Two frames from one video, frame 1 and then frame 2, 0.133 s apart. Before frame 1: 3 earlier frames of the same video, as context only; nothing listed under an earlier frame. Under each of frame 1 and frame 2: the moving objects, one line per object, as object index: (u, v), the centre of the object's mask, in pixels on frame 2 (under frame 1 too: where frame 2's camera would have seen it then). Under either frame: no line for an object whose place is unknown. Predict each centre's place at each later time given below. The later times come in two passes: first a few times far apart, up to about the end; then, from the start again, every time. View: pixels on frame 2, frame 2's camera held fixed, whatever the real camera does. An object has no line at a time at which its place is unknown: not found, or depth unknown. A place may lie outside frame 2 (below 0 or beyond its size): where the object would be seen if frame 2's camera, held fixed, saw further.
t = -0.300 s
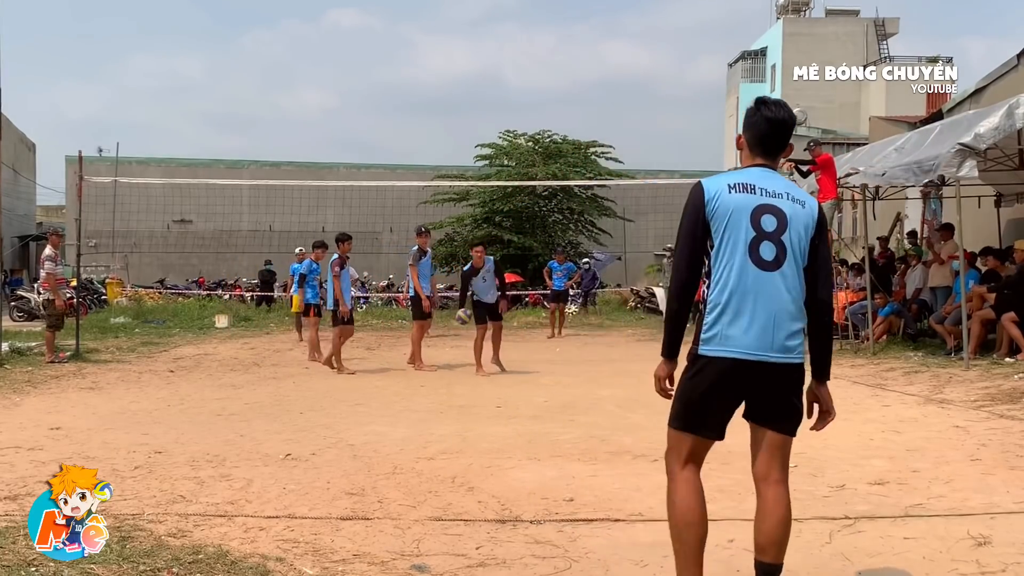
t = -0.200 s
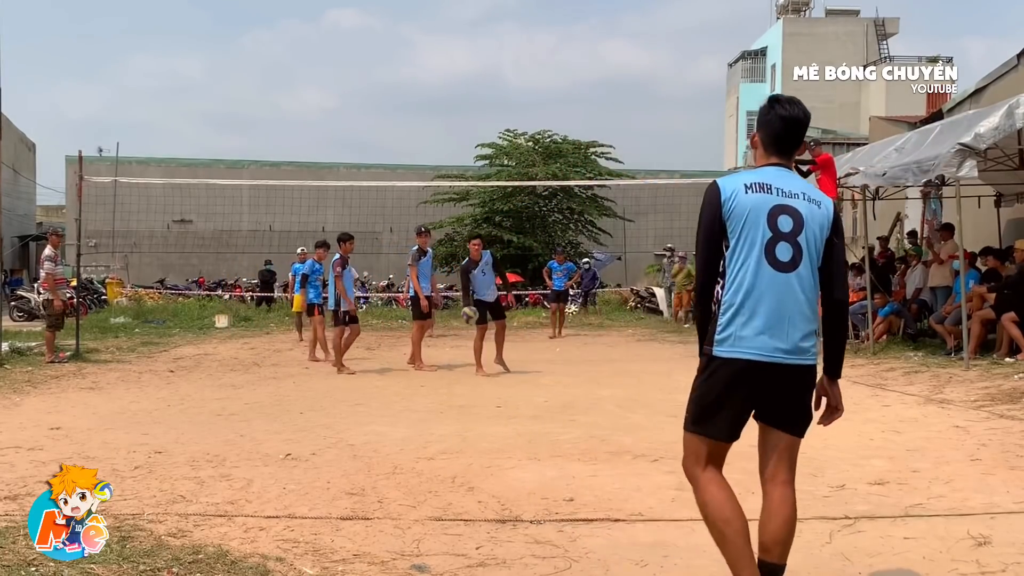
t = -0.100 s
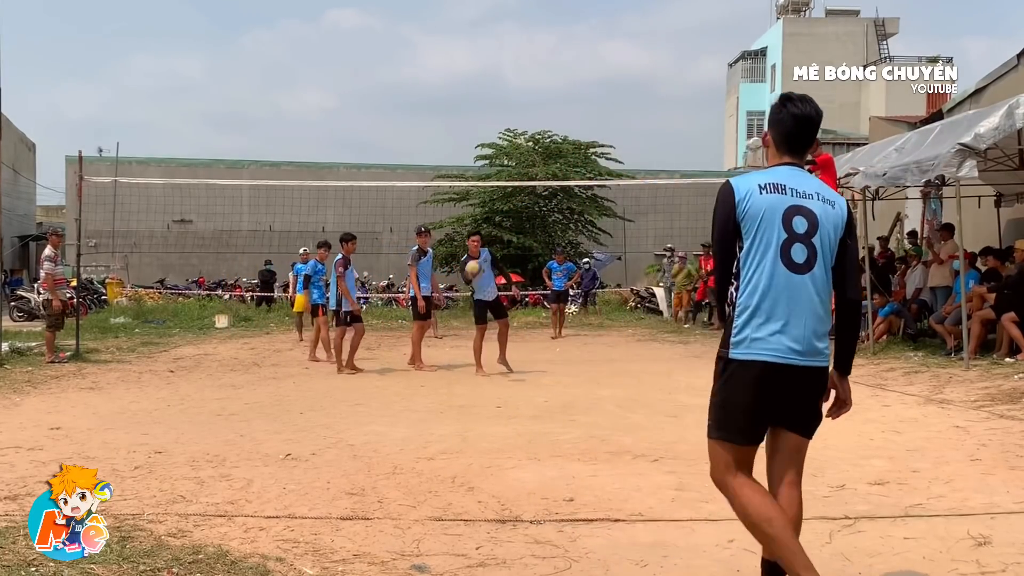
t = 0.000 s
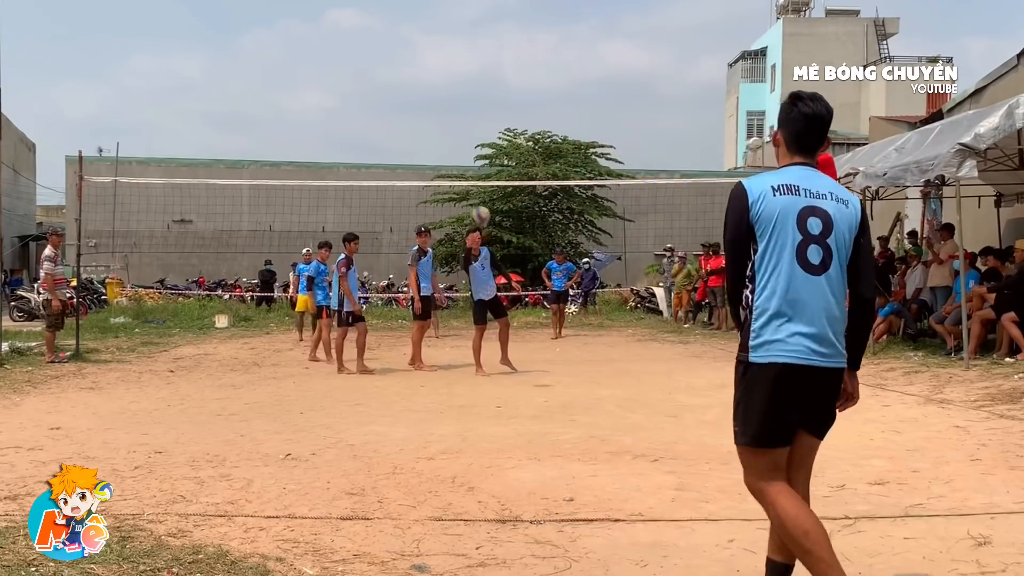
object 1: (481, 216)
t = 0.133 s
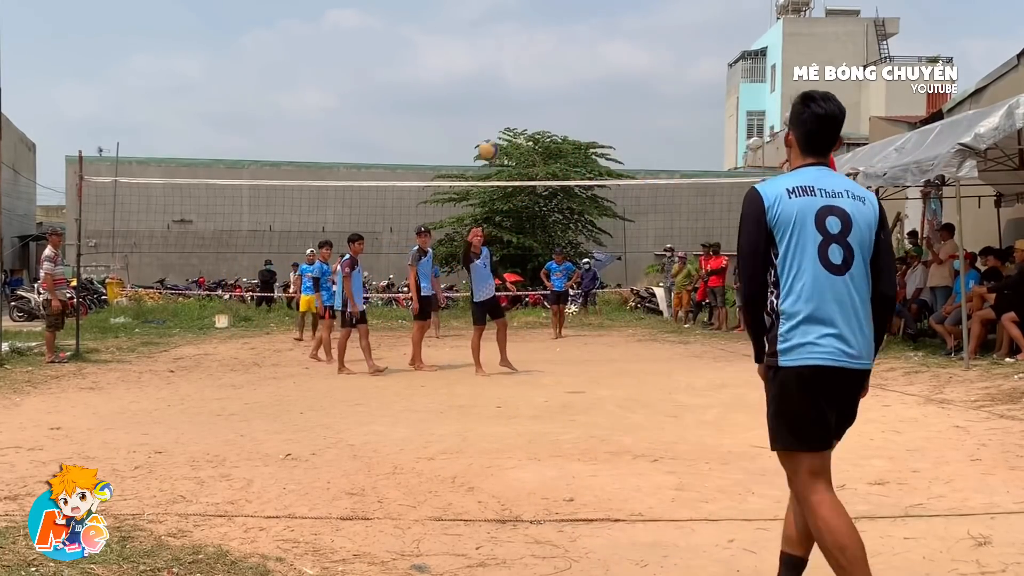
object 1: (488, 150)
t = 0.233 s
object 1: (496, 107)
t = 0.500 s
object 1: (523, 22)
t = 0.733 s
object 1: (559, 13)
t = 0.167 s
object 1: (491, 136)
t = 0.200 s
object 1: (494, 121)
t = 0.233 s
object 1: (496, 107)
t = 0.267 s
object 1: (499, 94)
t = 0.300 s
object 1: (502, 81)
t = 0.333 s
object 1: (505, 68)
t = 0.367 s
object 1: (508, 57)
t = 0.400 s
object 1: (512, 47)
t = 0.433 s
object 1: (515, 38)
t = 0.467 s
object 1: (519, 29)
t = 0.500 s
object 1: (523, 22)
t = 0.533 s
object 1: (527, 15)
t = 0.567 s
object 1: (532, 12)
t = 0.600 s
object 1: (537, 11)
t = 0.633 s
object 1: (542, 10)
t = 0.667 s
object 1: (547, 10)
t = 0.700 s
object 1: (553, 11)
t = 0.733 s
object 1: (559, 13)
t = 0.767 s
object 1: (566, 17)
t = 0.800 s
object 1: (573, 25)
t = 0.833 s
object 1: (581, 37)
